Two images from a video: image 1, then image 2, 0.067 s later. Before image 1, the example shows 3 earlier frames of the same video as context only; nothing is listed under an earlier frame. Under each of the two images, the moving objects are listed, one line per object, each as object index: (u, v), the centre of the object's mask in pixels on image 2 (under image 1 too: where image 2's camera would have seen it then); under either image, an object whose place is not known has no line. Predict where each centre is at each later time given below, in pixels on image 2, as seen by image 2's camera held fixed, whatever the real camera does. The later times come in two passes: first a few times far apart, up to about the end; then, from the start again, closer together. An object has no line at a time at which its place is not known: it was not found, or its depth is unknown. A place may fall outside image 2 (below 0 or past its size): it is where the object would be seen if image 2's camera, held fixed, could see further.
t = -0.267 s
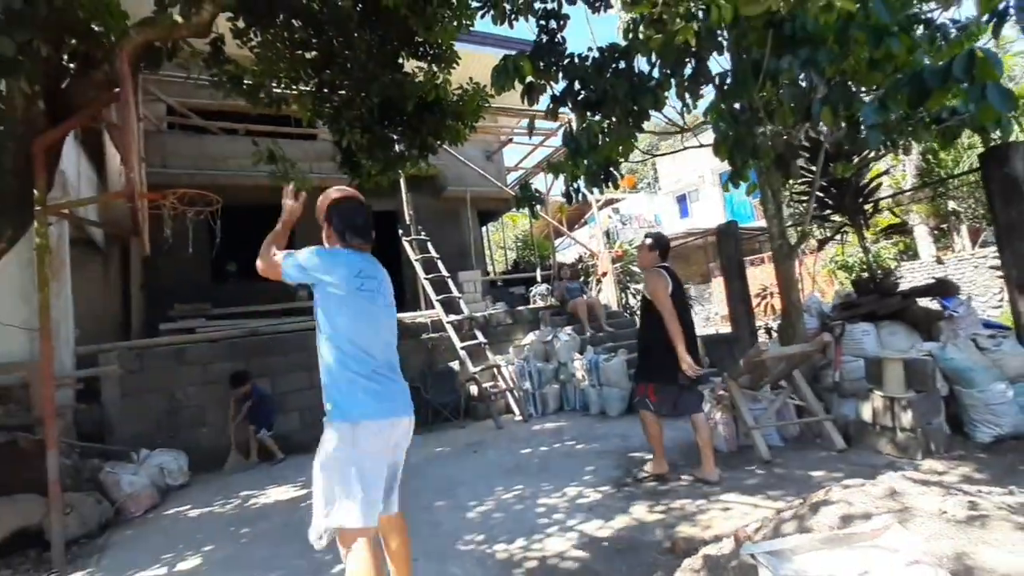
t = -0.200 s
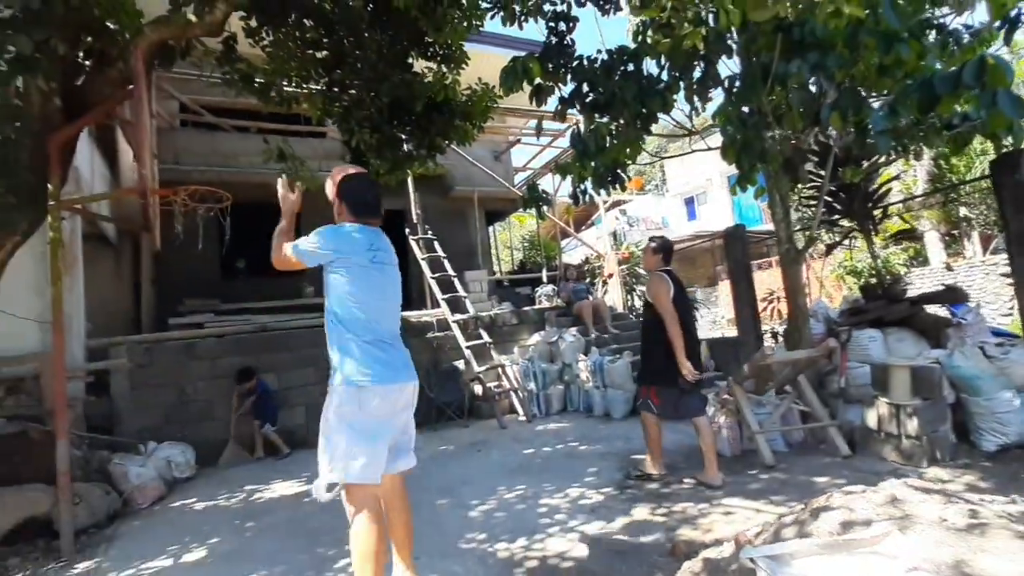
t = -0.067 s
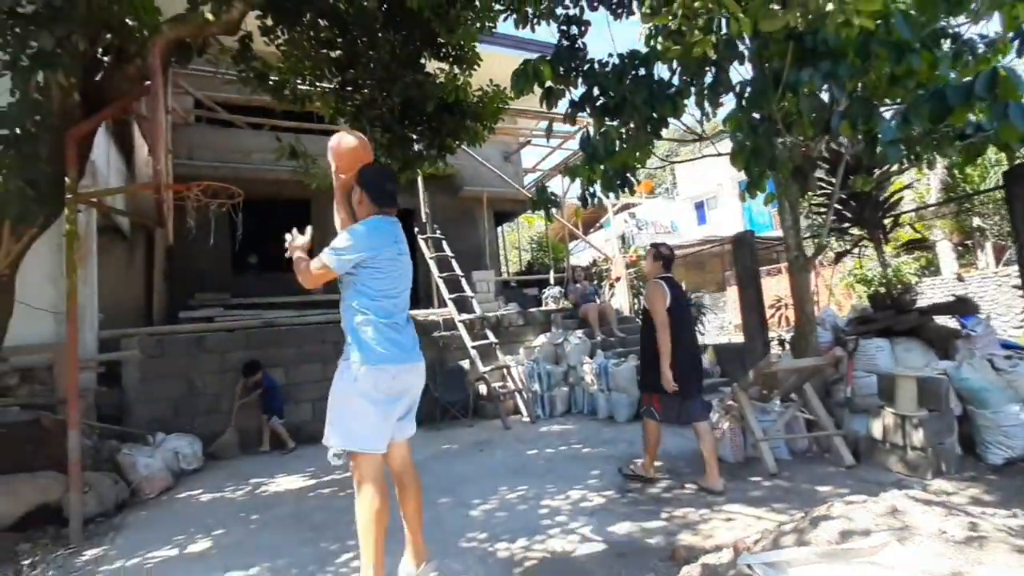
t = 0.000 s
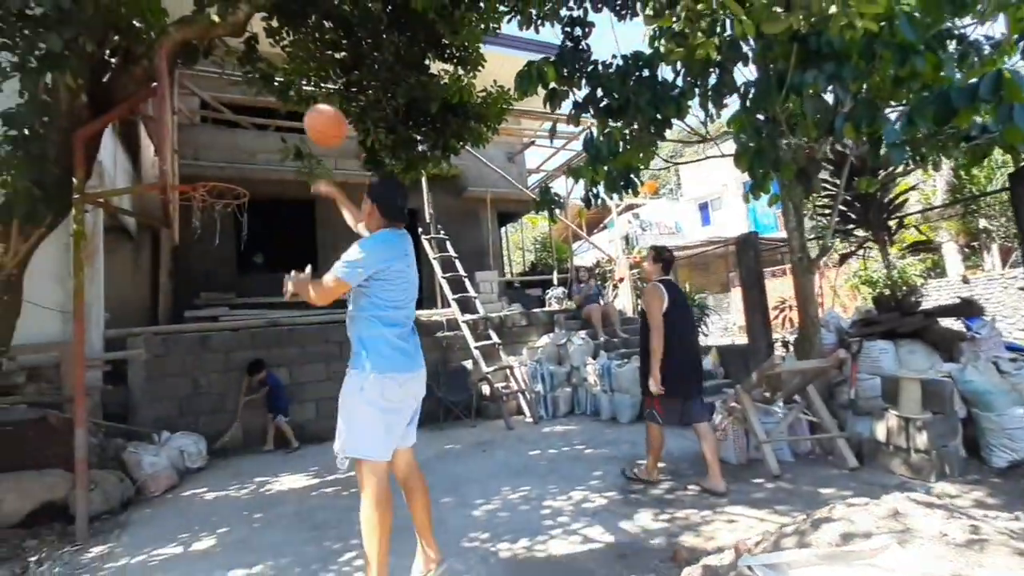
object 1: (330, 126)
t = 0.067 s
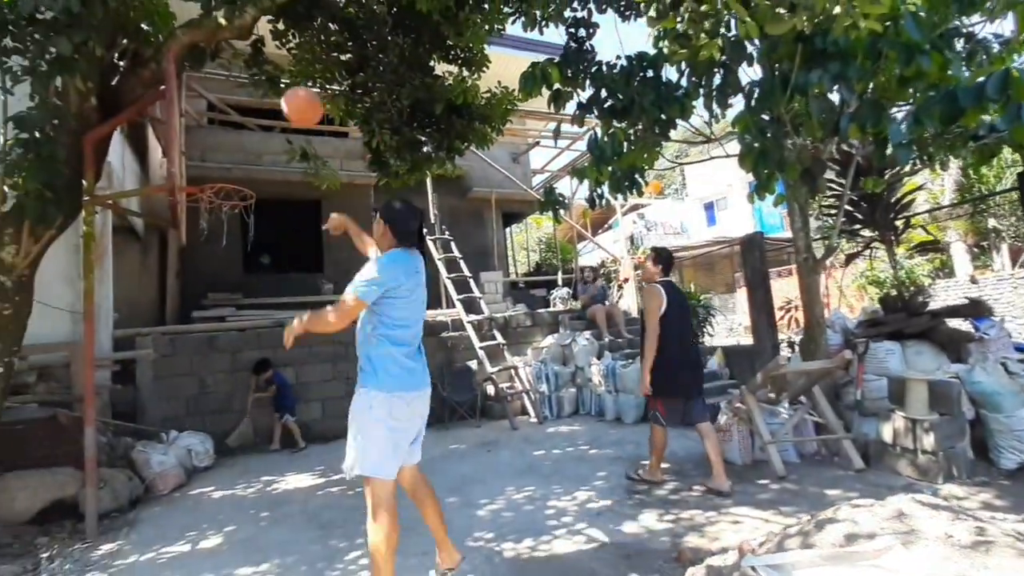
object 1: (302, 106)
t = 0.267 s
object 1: (237, 96)
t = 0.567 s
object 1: (215, 170)
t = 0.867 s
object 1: (208, 178)
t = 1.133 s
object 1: (205, 185)
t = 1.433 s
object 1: (201, 235)
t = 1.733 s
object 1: (197, 377)
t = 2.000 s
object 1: (197, 411)
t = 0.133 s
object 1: (278, 96)
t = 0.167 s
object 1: (266, 94)
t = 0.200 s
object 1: (256, 93)
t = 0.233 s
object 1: (246, 94)
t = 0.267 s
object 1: (237, 96)
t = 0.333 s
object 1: (219, 106)
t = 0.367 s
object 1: (210, 112)
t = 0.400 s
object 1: (204, 121)
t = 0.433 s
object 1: (196, 128)
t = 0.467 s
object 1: (199, 136)
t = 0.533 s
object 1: (210, 158)
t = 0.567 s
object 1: (215, 170)
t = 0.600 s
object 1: (219, 182)
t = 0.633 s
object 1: (224, 193)
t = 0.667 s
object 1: (235, 195)
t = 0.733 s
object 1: (237, 190)
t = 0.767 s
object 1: (229, 185)
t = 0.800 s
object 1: (221, 183)
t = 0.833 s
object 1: (214, 181)
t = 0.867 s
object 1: (208, 178)
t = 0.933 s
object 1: (200, 176)
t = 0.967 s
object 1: (198, 176)
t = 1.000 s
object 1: (200, 178)
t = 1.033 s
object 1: (203, 180)
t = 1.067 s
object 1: (205, 181)
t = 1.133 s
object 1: (205, 185)
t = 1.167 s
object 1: (206, 186)
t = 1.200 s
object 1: (205, 191)
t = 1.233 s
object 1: (204, 194)
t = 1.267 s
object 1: (204, 197)
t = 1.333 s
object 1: (202, 208)
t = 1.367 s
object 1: (202, 215)
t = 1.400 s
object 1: (202, 223)
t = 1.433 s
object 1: (201, 235)
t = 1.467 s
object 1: (200, 245)
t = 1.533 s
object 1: (197, 270)
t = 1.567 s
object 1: (197, 285)
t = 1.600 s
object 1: (198, 300)
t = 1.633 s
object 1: (198, 318)
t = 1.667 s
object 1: (197, 338)
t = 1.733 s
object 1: (197, 377)
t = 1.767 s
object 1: (197, 400)
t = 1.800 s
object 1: (197, 423)
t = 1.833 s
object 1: (198, 450)
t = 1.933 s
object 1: (197, 449)
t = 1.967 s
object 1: (198, 427)
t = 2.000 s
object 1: (197, 411)
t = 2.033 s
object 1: (198, 395)
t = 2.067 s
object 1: (198, 380)
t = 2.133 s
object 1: (199, 357)
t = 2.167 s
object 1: (200, 346)
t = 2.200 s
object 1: (201, 338)
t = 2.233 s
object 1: (202, 331)
